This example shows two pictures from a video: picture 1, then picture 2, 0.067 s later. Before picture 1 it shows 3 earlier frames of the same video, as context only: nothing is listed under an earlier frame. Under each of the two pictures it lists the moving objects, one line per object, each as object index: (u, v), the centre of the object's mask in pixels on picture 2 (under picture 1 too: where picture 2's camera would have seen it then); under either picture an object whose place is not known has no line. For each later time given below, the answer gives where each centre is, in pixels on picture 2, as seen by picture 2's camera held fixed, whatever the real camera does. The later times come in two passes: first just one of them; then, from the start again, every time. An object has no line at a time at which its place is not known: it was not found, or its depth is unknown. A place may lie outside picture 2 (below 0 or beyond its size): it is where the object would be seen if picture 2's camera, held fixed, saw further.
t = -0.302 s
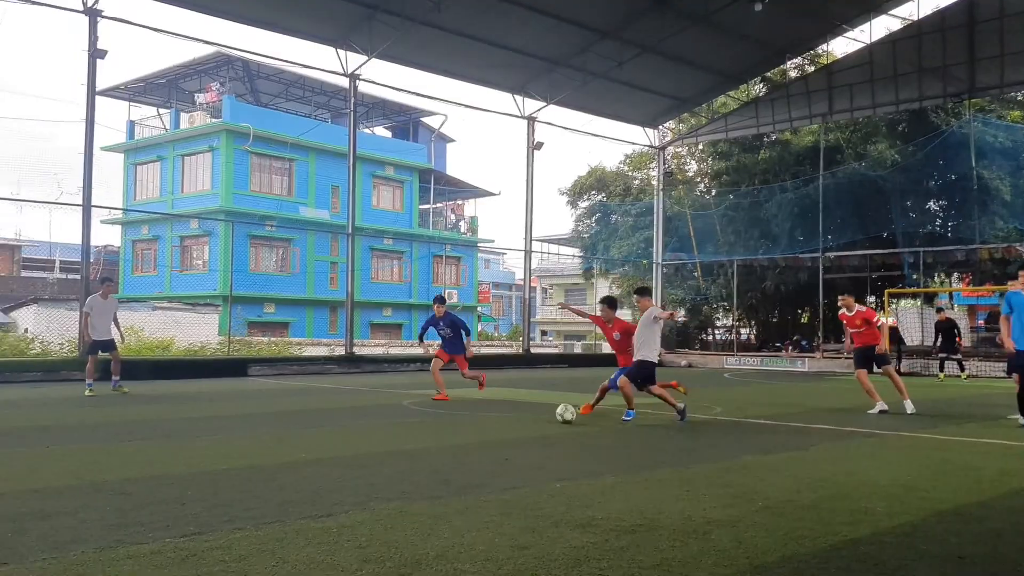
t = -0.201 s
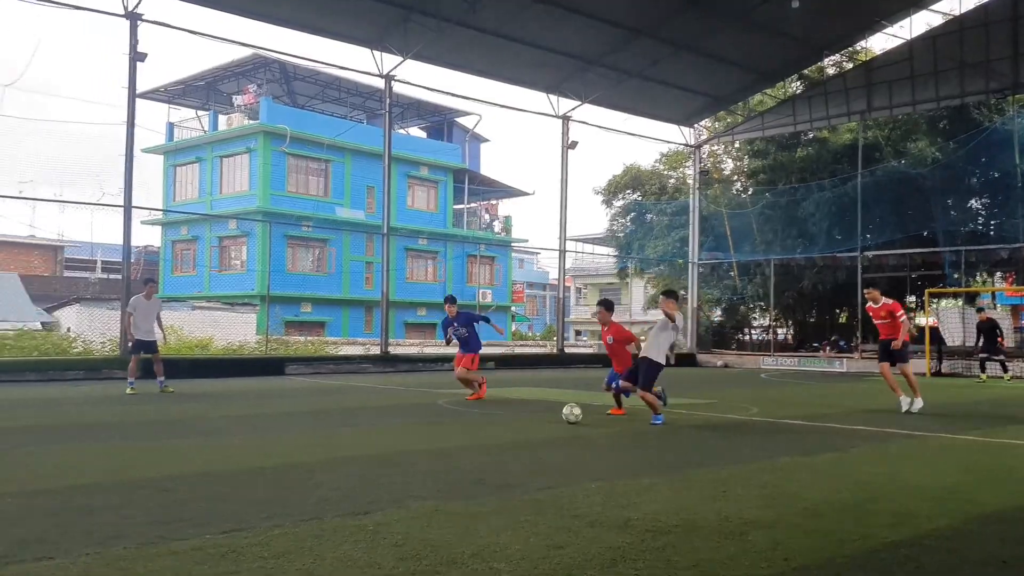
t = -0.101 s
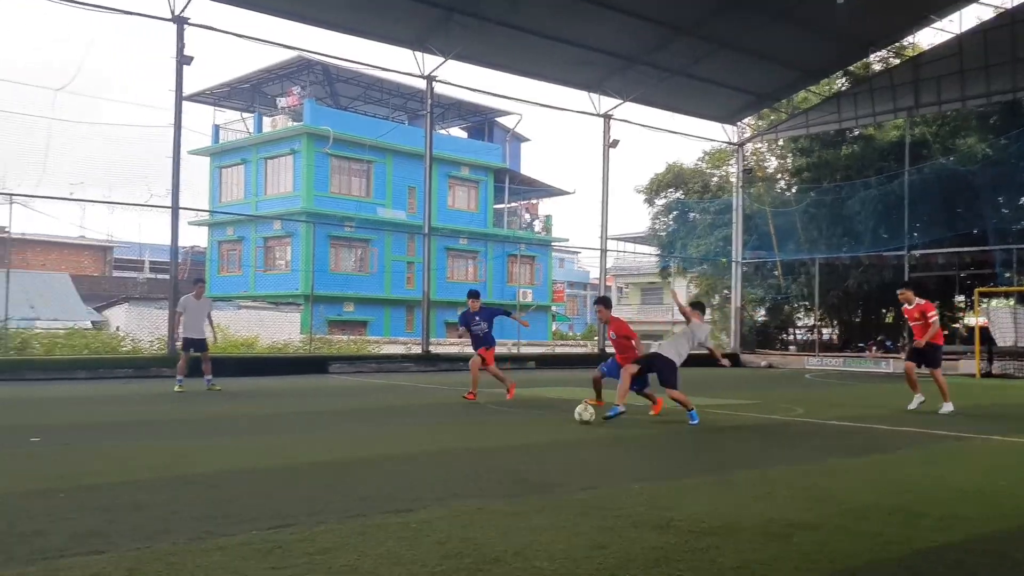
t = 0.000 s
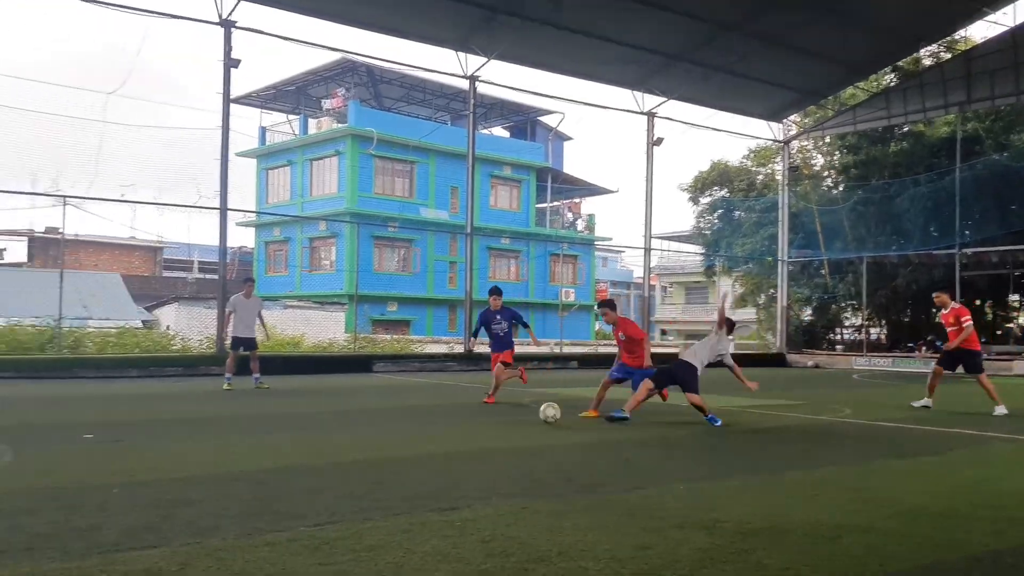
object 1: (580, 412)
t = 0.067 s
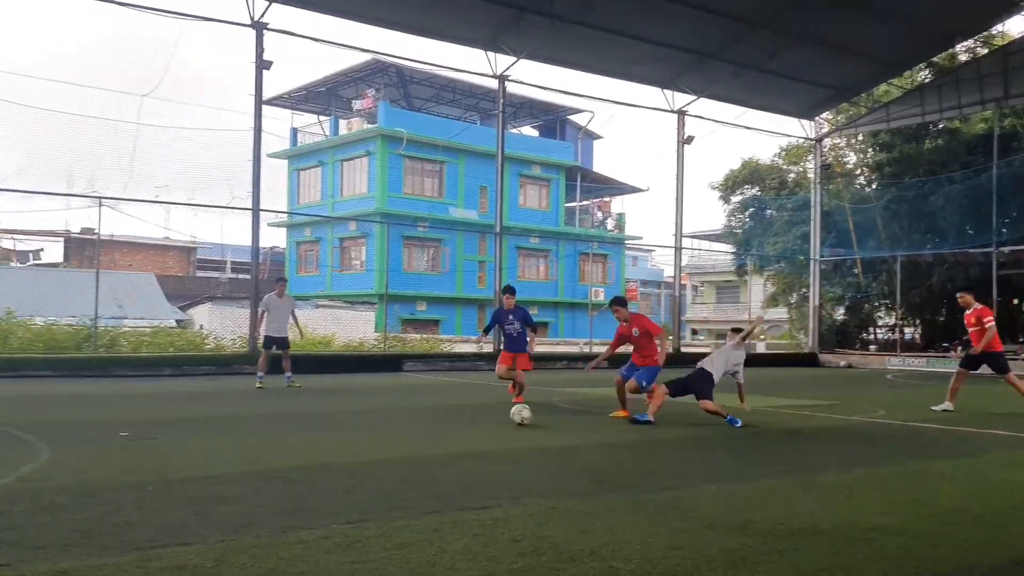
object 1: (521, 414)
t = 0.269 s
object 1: (355, 413)
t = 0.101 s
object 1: (493, 413)
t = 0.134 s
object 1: (465, 413)
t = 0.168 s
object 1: (437, 415)
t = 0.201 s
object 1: (409, 414)
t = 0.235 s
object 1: (382, 413)
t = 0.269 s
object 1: (355, 413)
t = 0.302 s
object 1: (327, 414)
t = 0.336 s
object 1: (300, 416)
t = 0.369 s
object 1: (271, 415)
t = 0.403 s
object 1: (243, 415)
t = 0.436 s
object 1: (214, 416)
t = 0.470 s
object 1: (186, 416)
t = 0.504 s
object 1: (157, 417)
